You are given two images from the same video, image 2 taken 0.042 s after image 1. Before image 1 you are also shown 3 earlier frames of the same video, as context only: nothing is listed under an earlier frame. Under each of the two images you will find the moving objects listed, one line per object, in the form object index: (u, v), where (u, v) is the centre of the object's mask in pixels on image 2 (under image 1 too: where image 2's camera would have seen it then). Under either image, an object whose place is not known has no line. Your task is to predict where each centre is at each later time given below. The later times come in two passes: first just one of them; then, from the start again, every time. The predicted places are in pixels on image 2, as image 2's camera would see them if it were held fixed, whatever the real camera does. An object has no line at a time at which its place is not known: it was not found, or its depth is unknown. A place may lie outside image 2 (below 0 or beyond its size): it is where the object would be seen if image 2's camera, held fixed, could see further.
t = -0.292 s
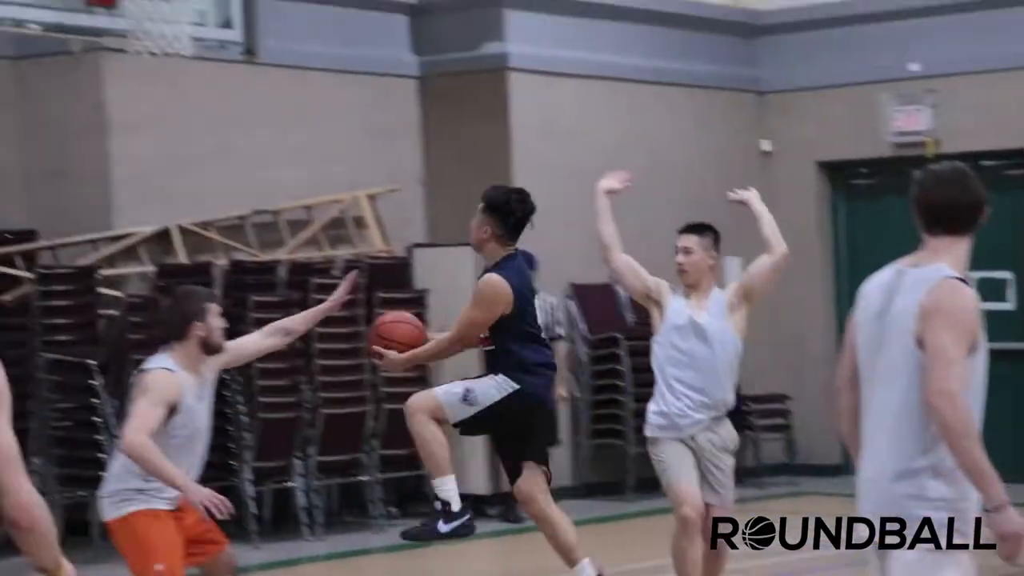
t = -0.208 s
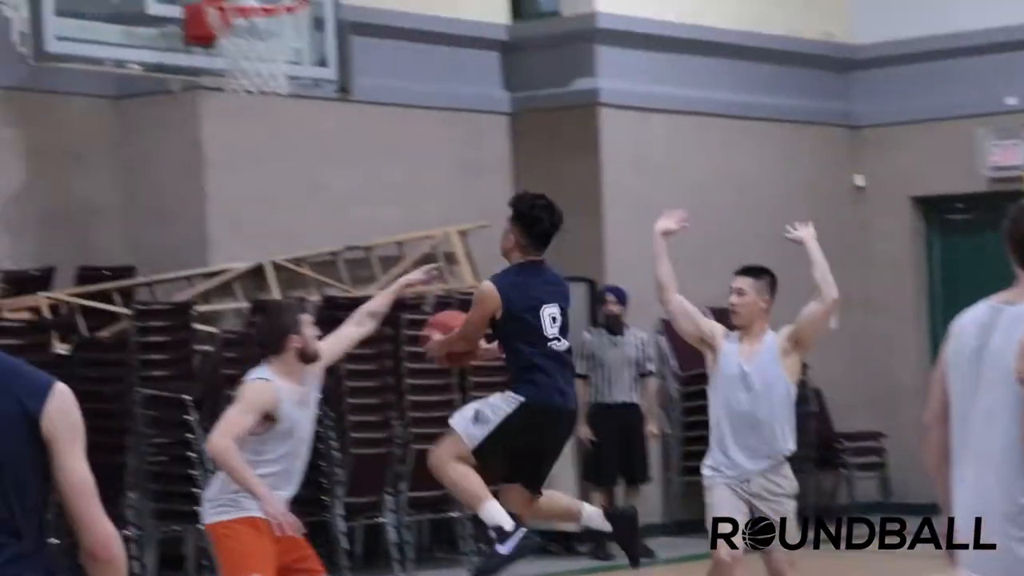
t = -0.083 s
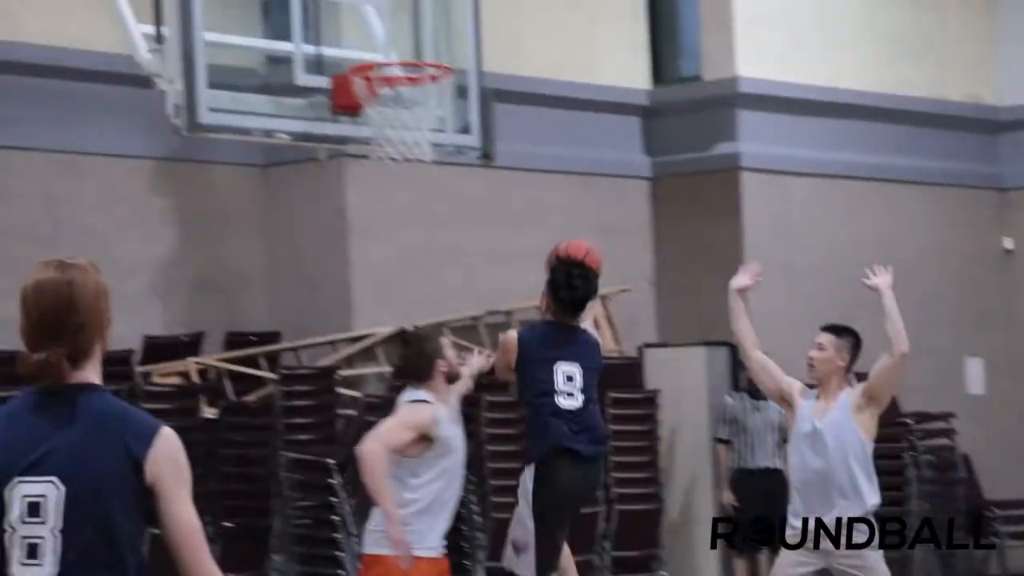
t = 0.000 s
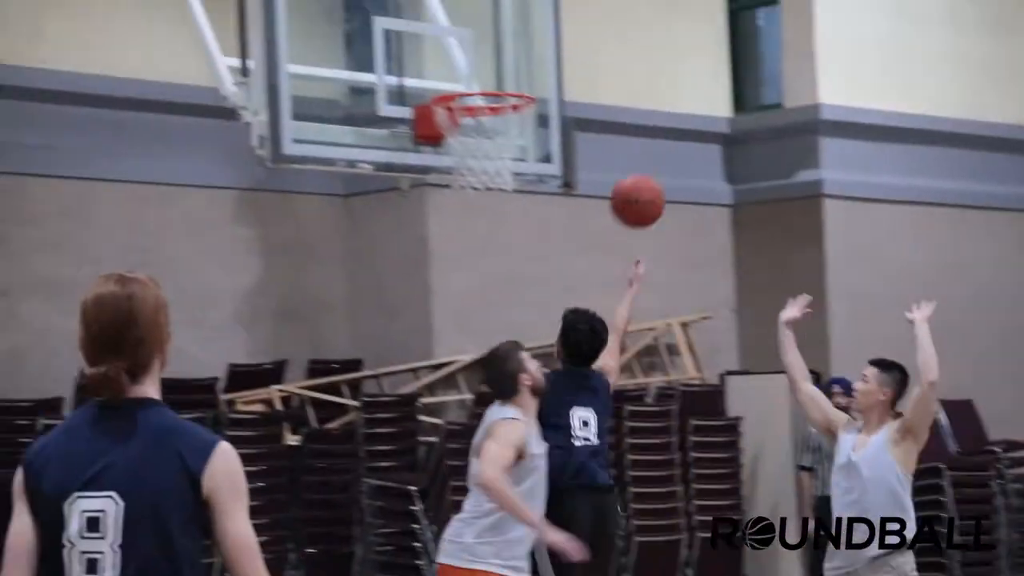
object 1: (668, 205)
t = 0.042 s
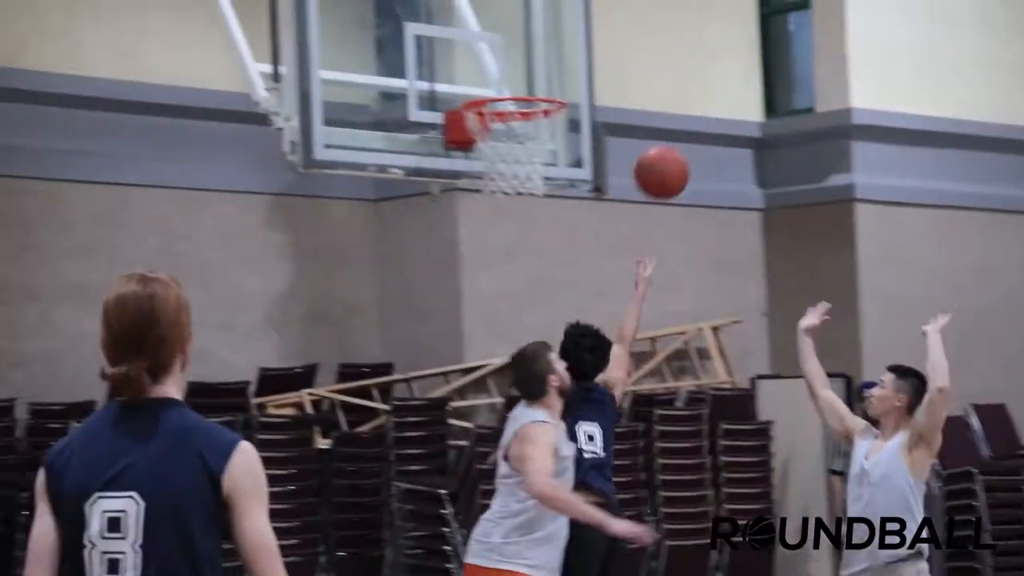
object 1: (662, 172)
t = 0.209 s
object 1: (634, 49)
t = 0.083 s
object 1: (652, 130)
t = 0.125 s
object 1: (646, 104)
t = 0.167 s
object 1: (639, 69)
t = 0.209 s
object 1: (634, 49)
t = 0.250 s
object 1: (626, 24)
